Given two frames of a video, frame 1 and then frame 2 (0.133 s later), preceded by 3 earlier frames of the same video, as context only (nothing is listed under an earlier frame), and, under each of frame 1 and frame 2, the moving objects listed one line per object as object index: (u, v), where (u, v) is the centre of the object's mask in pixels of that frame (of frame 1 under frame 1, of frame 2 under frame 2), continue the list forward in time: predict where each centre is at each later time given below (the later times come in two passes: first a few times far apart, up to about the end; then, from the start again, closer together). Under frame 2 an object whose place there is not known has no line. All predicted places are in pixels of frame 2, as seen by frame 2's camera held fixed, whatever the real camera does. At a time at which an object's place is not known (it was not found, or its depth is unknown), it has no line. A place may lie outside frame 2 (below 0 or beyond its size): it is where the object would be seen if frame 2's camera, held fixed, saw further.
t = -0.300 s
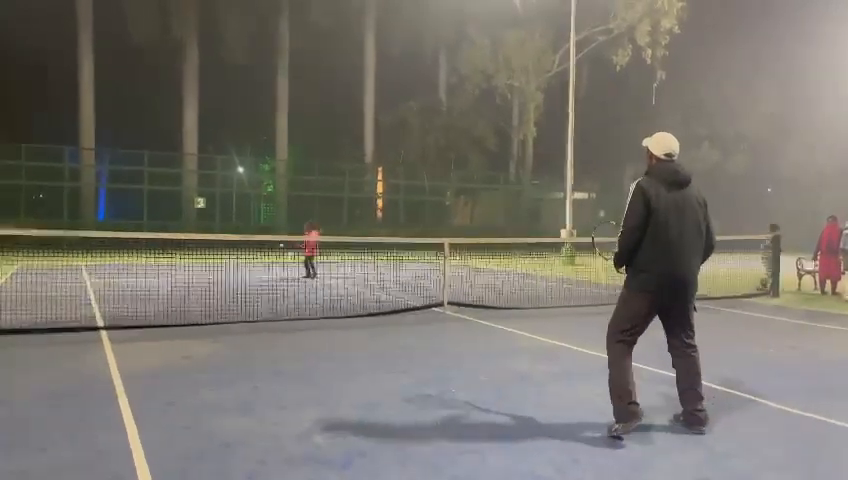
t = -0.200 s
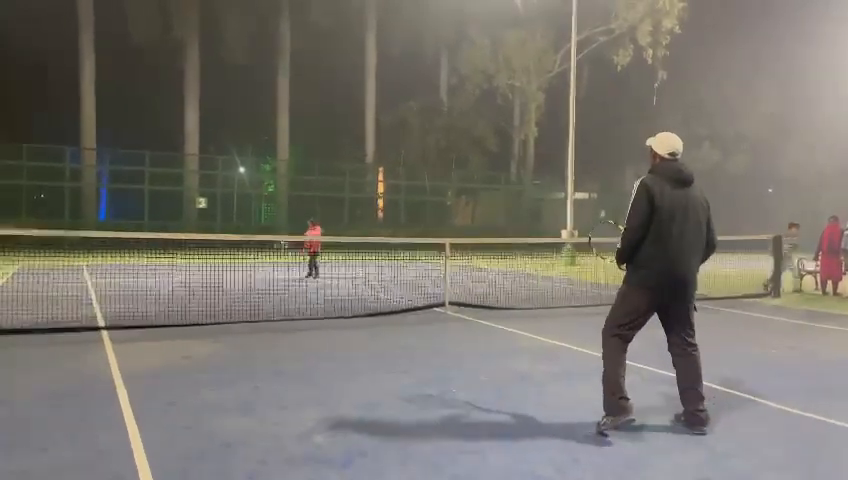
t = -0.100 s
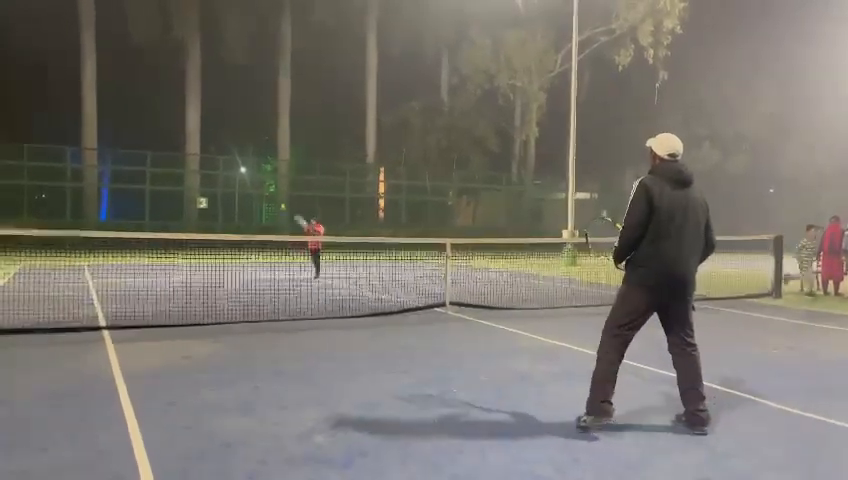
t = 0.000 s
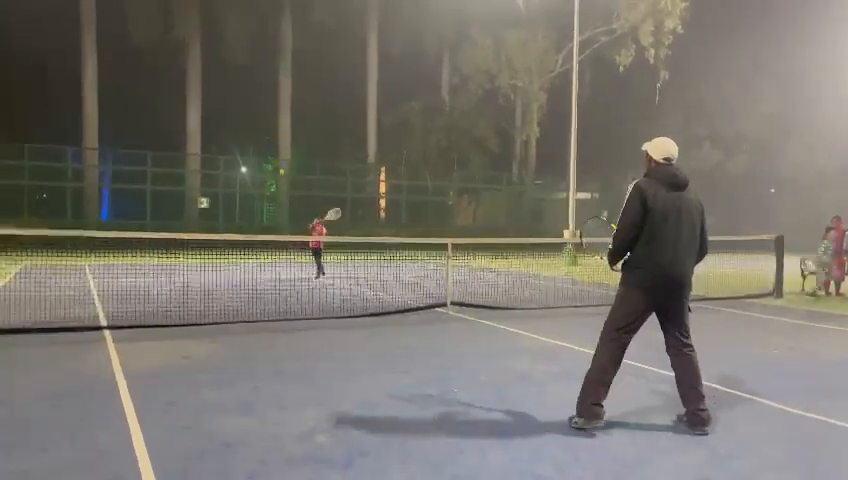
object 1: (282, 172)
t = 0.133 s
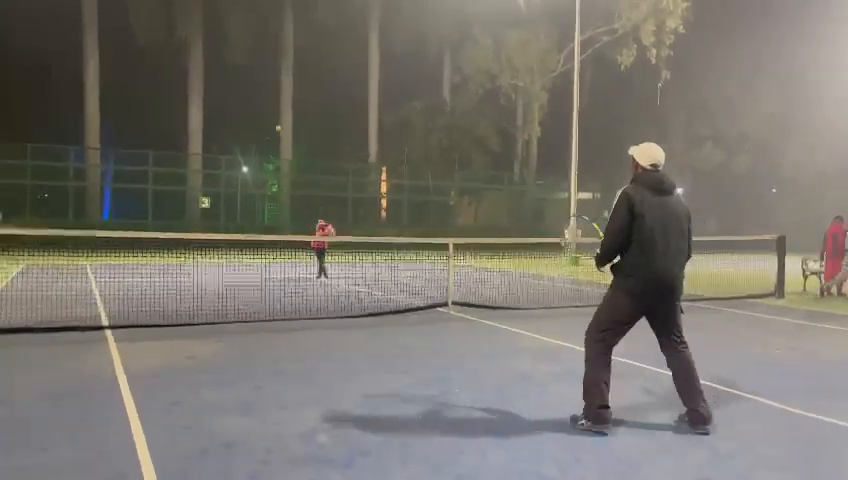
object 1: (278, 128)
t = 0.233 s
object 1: (273, 98)
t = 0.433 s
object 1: (262, 45)
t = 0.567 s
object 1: (251, 20)
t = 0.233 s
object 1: (273, 98)
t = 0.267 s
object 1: (272, 88)
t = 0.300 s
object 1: (270, 79)
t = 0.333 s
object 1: (269, 70)
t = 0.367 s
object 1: (266, 61)
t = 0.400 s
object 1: (264, 53)
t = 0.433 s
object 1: (262, 45)
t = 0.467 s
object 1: (259, 39)
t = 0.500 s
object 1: (257, 32)
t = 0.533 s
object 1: (254, 25)
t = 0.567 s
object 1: (251, 20)
